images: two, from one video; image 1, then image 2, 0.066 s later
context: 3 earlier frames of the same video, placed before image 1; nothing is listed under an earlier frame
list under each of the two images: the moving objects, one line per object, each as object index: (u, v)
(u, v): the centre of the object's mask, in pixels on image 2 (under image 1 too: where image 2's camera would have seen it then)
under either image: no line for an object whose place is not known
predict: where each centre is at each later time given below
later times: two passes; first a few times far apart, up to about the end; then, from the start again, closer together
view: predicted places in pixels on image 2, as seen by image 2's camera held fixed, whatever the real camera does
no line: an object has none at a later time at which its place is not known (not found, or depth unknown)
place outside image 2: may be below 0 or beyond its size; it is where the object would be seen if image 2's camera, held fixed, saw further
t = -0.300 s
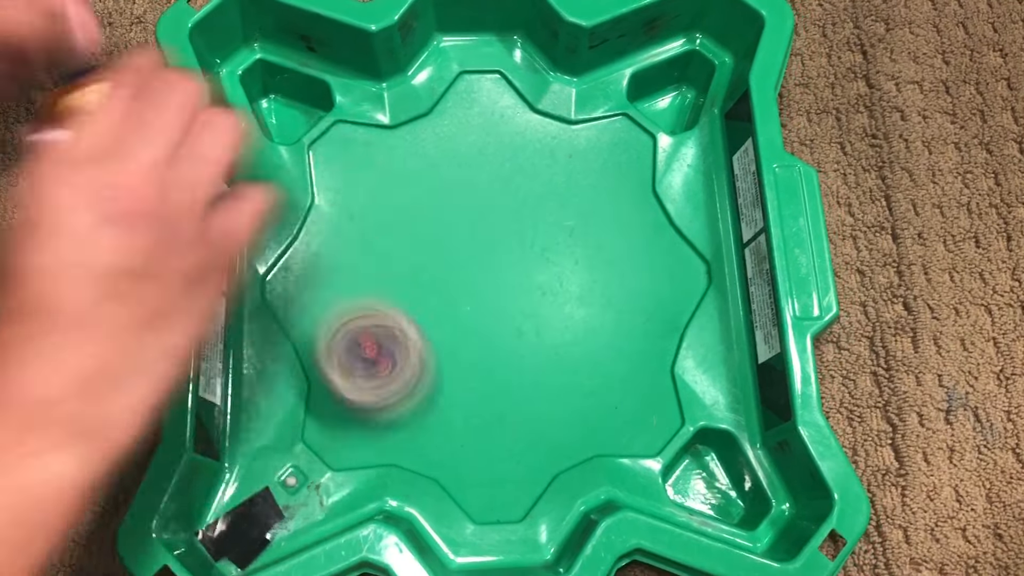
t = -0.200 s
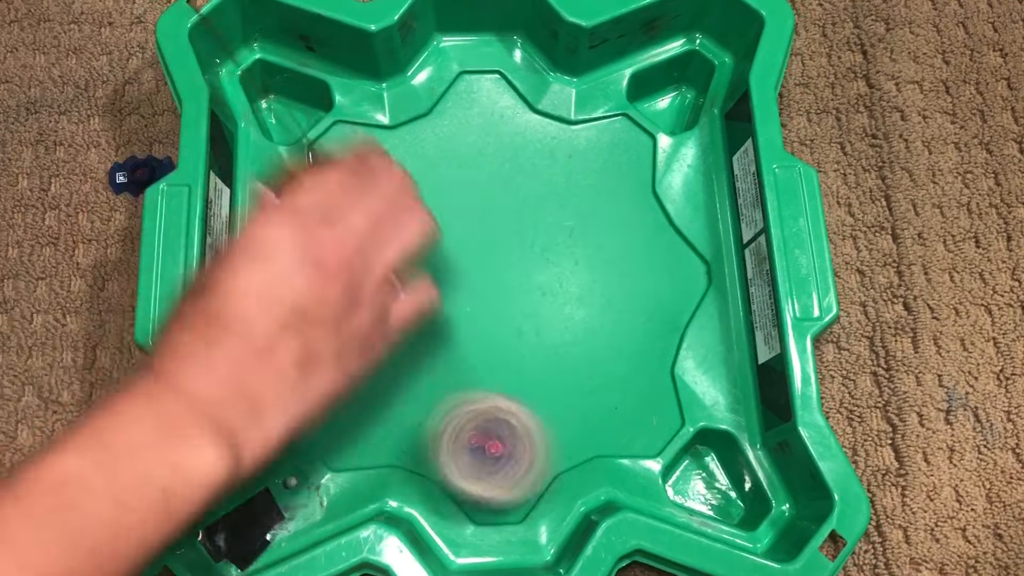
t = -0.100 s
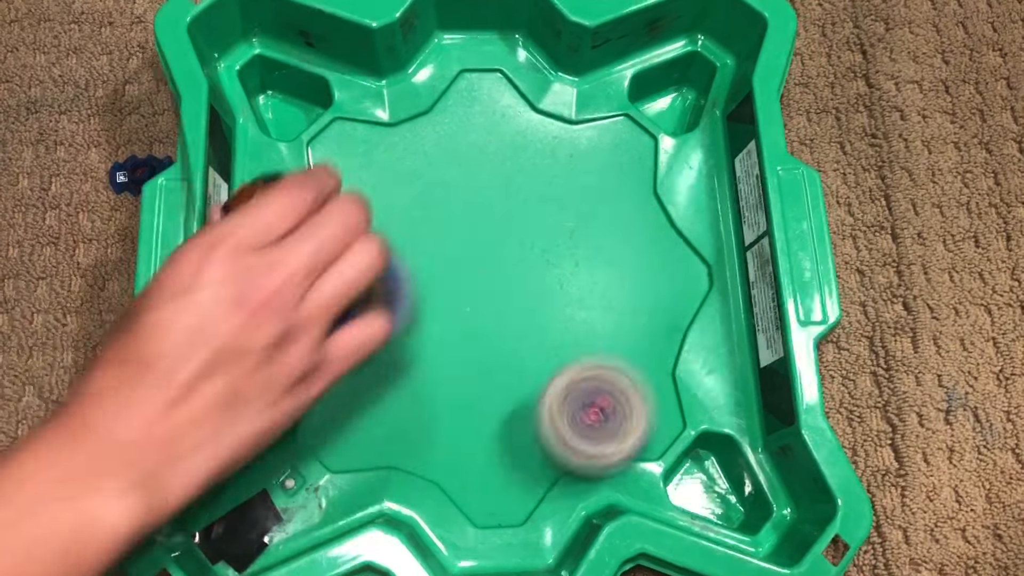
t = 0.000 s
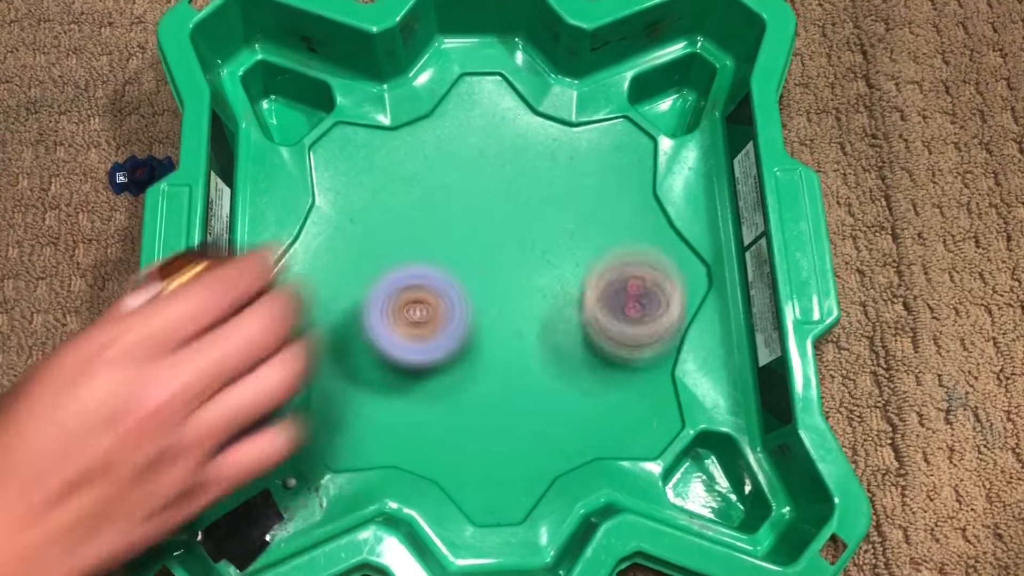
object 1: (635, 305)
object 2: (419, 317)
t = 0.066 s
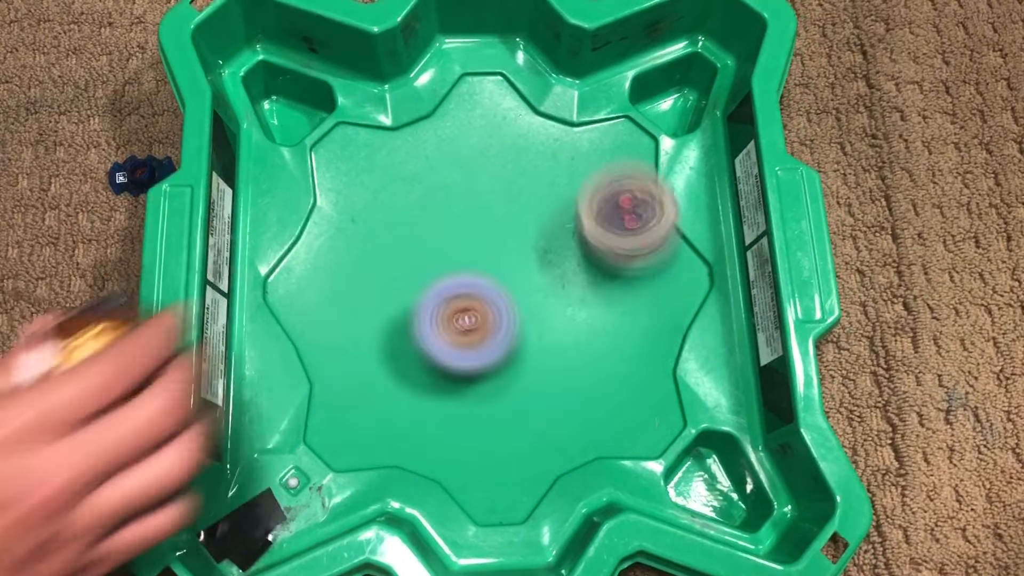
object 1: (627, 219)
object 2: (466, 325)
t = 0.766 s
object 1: (516, 472)
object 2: (476, 350)
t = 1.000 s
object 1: (553, 311)
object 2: (406, 274)
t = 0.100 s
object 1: (613, 179)
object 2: (488, 325)
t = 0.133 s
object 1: (597, 145)
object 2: (509, 321)
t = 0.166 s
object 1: (569, 110)
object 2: (529, 320)
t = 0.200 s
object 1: (539, 88)
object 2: (544, 317)
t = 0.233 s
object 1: (506, 72)
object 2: (558, 314)
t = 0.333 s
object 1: (441, 108)
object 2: (574, 306)
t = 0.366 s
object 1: (442, 155)
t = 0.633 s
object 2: (542, 344)
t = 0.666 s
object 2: (527, 347)
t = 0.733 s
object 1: (507, 477)
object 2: (494, 355)
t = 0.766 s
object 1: (516, 472)
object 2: (476, 350)
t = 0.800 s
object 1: (522, 456)
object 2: (461, 347)
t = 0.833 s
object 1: (528, 434)
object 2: (447, 338)
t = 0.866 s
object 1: (535, 414)
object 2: (434, 326)
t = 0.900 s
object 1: (542, 387)
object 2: (421, 314)
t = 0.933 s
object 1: (548, 360)
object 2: (412, 302)
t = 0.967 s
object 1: (552, 333)
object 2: (406, 289)
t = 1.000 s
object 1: (553, 311)
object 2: (406, 274)
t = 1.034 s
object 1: (552, 288)
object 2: (410, 260)
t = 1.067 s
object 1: (549, 266)
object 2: (419, 247)
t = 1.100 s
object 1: (544, 247)
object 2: (432, 233)
